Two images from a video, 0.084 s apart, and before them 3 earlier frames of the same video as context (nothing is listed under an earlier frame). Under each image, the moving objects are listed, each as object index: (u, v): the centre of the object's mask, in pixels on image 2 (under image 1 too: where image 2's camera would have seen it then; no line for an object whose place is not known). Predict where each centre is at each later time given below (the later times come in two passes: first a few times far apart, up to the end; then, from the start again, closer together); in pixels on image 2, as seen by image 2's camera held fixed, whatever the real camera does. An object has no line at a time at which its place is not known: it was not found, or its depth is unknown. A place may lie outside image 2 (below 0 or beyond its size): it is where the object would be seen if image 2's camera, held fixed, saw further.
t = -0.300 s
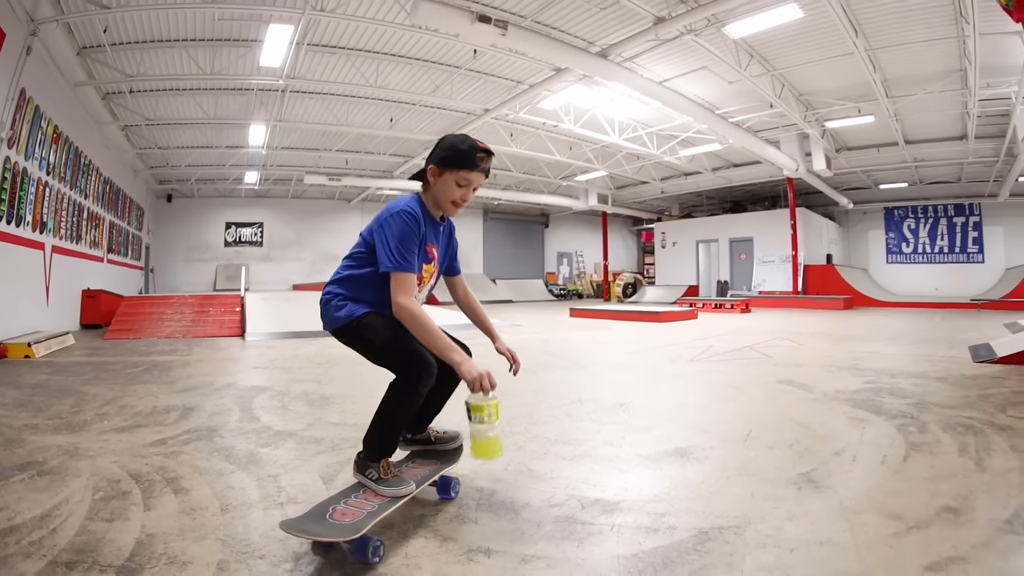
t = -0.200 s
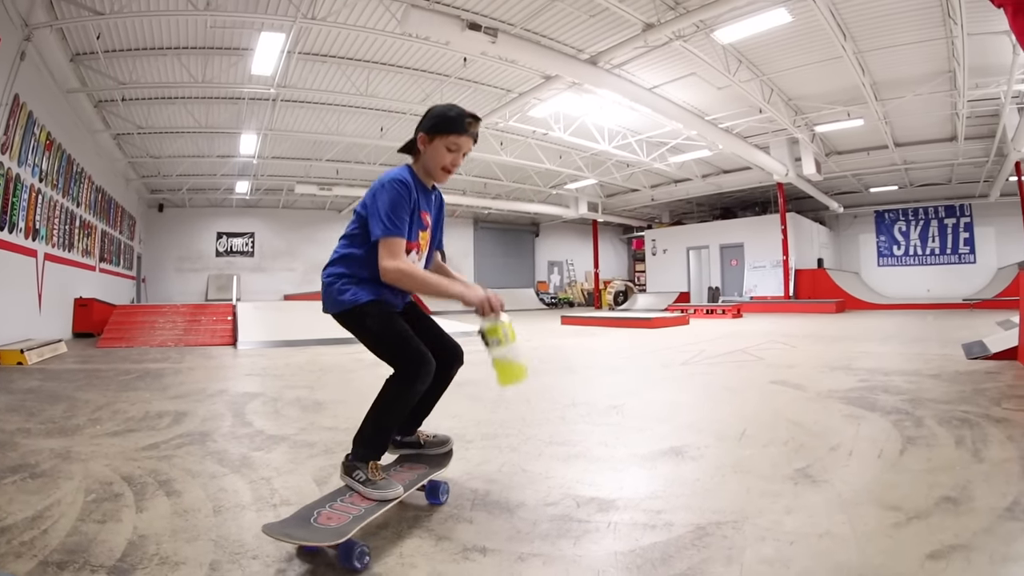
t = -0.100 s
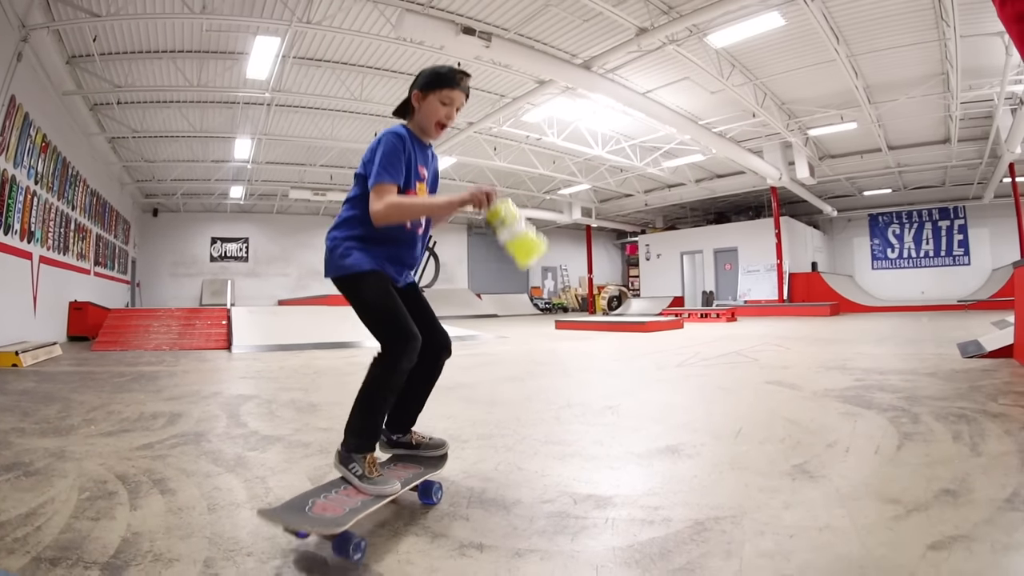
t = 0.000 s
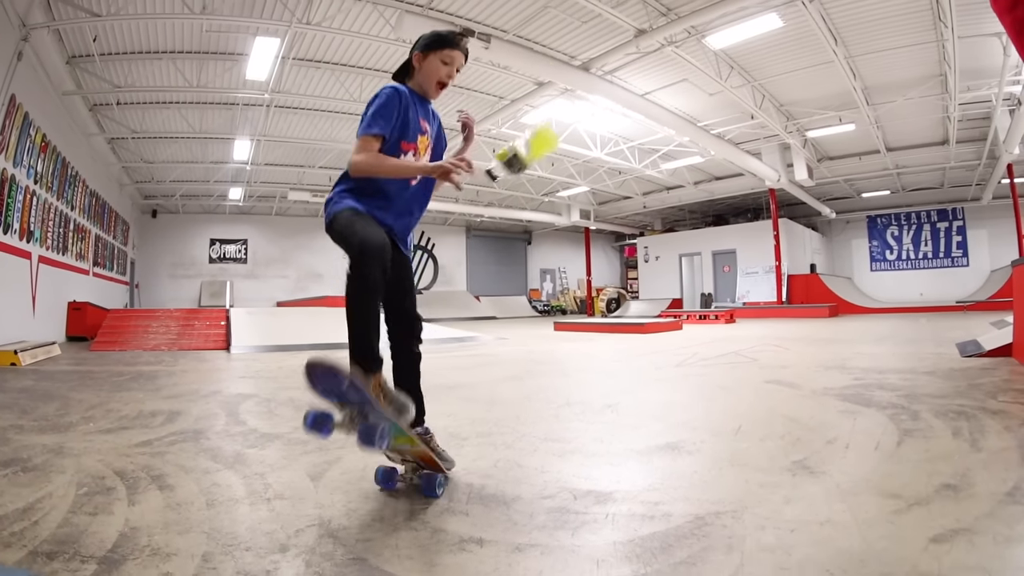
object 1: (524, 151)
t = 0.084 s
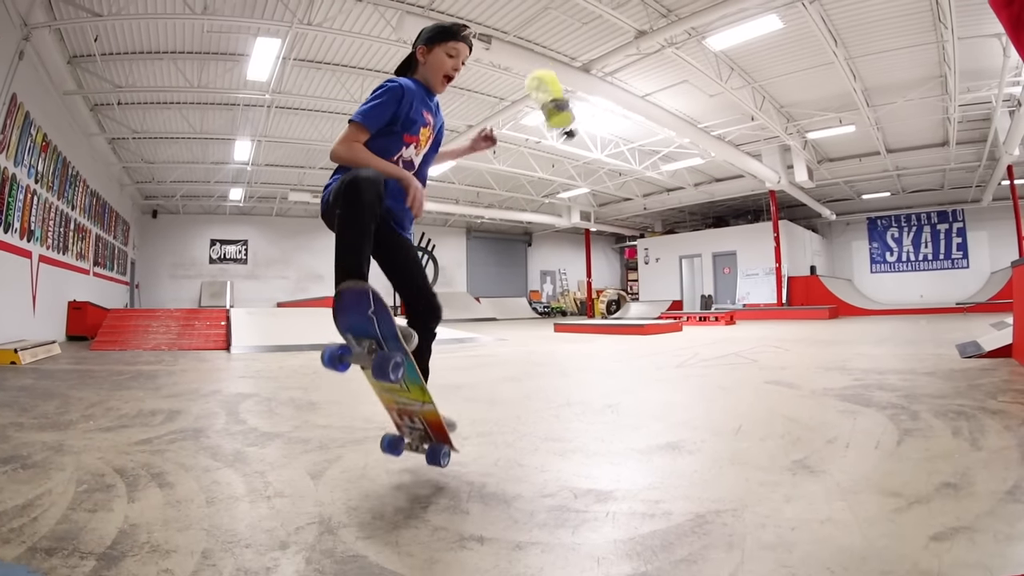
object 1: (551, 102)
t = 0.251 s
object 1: (578, 72)
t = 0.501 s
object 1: (628, 222)
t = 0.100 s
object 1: (555, 92)
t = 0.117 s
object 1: (558, 85)
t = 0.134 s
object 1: (561, 80)
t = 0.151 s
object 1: (563, 77)
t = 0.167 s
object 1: (565, 74)
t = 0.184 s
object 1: (568, 71)
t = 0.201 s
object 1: (570, 70)
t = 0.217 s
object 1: (573, 70)
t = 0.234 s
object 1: (576, 70)
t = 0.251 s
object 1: (578, 72)
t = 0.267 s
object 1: (580, 74)
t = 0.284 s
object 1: (583, 77)
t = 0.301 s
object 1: (586, 82)
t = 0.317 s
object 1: (588, 87)
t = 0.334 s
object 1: (591, 93)
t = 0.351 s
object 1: (594, 101)
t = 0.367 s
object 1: (597, 110)
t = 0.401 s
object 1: (604, 131)
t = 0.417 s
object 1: (608, 143)
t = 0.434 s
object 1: (612, 155)
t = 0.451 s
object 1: (616, 170)
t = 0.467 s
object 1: (620, 187)
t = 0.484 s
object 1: (624, 206)
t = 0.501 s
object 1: (628, 222)
